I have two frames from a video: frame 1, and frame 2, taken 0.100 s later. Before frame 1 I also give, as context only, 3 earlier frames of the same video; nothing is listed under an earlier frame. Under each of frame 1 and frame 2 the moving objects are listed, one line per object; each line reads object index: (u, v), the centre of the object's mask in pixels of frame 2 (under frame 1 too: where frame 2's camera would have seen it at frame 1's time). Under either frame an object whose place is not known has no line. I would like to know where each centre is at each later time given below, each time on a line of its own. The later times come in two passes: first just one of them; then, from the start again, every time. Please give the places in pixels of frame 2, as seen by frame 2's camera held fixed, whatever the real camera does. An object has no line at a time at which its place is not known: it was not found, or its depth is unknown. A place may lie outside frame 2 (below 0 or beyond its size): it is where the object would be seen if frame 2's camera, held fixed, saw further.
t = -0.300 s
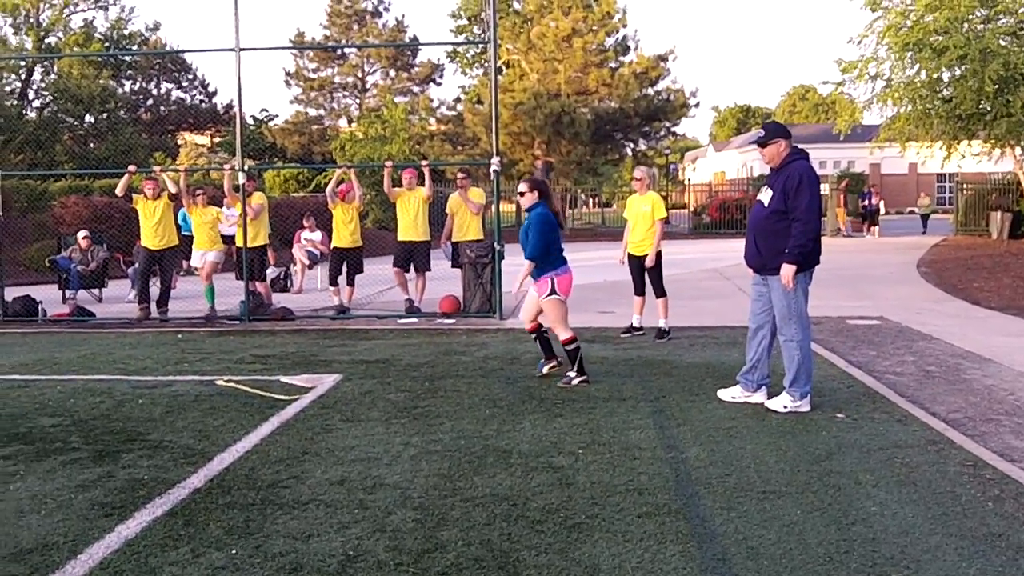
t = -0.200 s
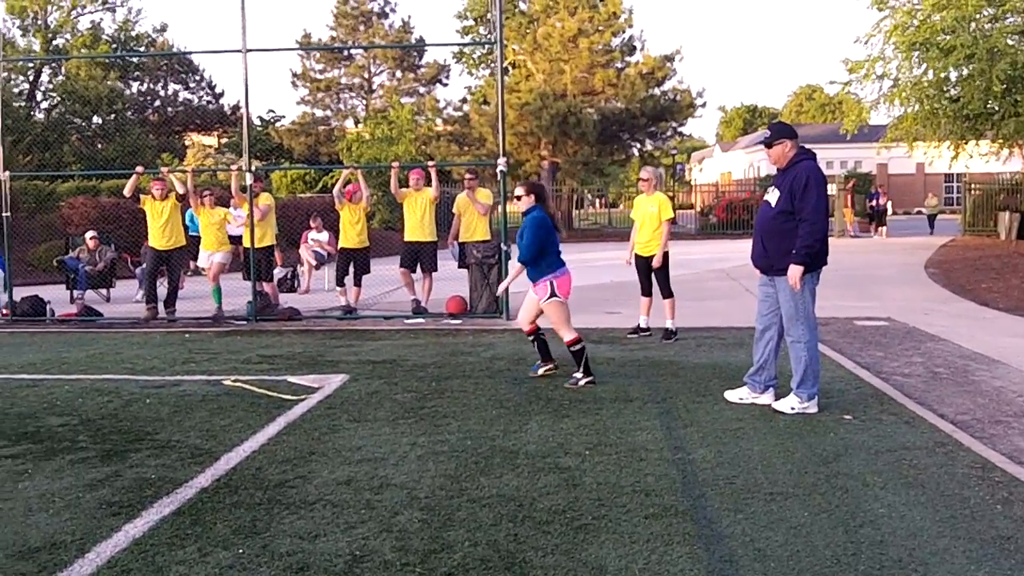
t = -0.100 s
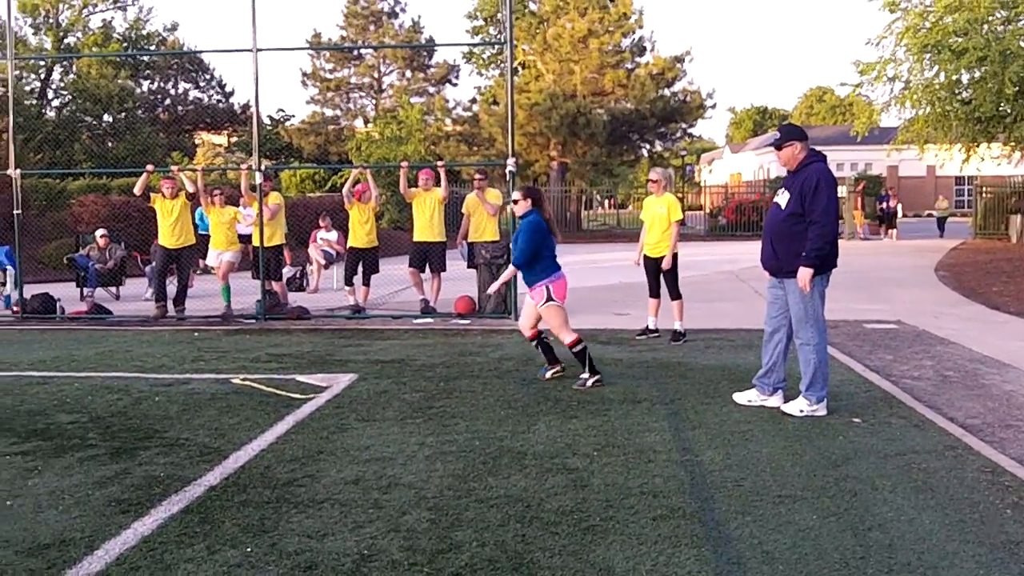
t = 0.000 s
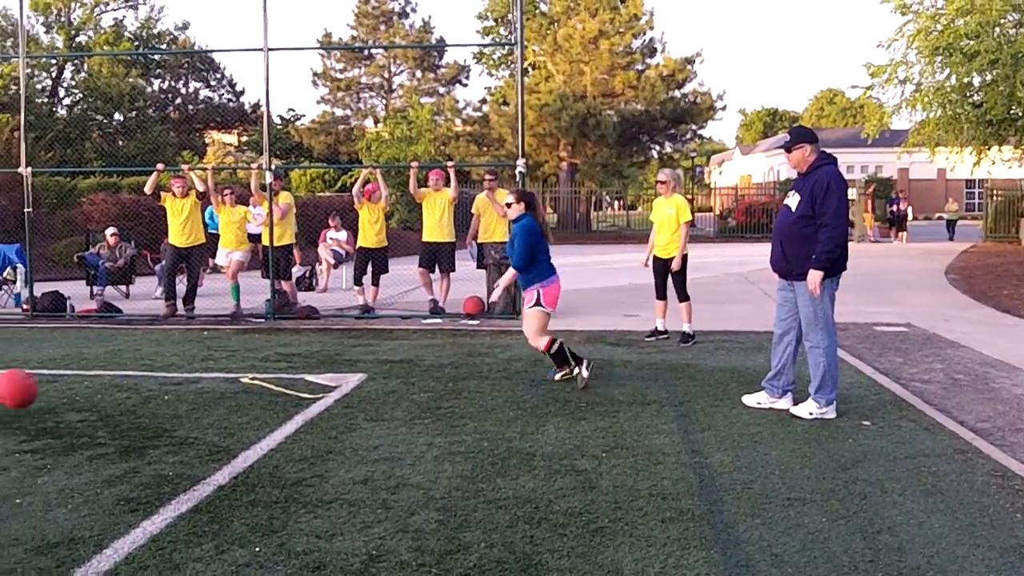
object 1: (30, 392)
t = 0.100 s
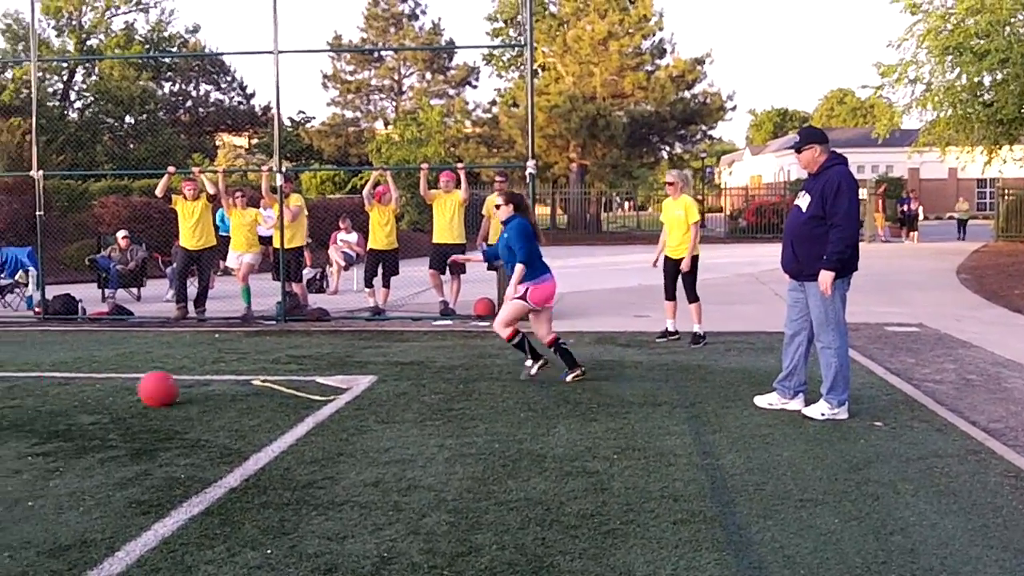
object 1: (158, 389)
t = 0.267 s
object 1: (335, 357)
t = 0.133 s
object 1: (196, 381)
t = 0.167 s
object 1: (233, 371)
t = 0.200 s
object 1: (269, 365)
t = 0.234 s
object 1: (302, 360)
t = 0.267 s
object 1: (335, 357)
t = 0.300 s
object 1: (366, 357)
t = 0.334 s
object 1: (395, 357)
